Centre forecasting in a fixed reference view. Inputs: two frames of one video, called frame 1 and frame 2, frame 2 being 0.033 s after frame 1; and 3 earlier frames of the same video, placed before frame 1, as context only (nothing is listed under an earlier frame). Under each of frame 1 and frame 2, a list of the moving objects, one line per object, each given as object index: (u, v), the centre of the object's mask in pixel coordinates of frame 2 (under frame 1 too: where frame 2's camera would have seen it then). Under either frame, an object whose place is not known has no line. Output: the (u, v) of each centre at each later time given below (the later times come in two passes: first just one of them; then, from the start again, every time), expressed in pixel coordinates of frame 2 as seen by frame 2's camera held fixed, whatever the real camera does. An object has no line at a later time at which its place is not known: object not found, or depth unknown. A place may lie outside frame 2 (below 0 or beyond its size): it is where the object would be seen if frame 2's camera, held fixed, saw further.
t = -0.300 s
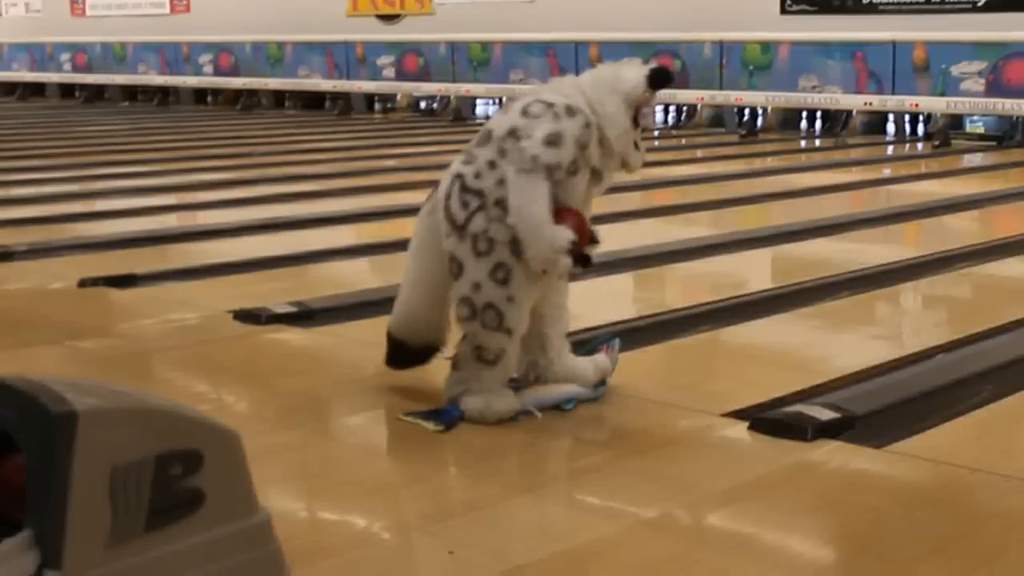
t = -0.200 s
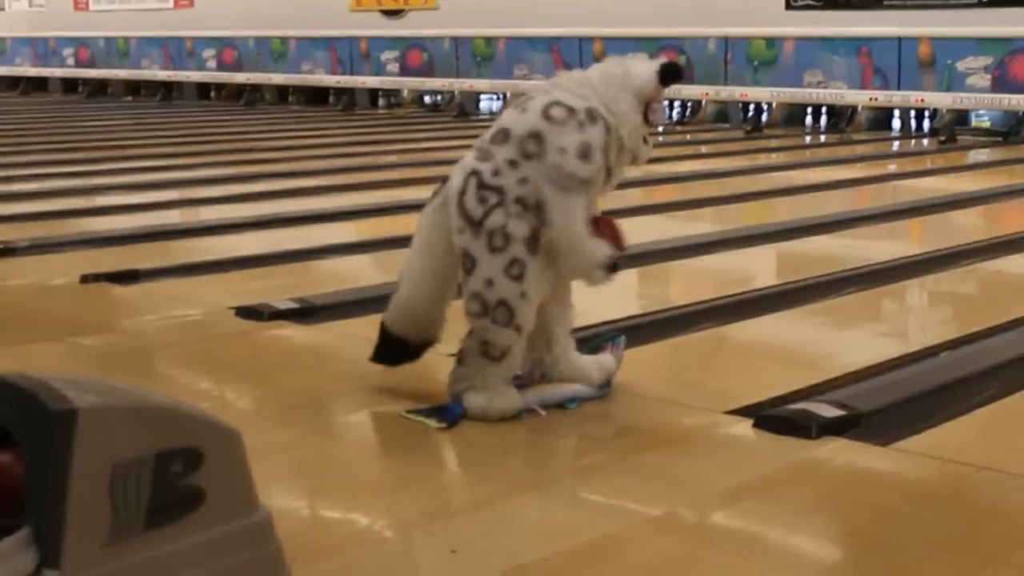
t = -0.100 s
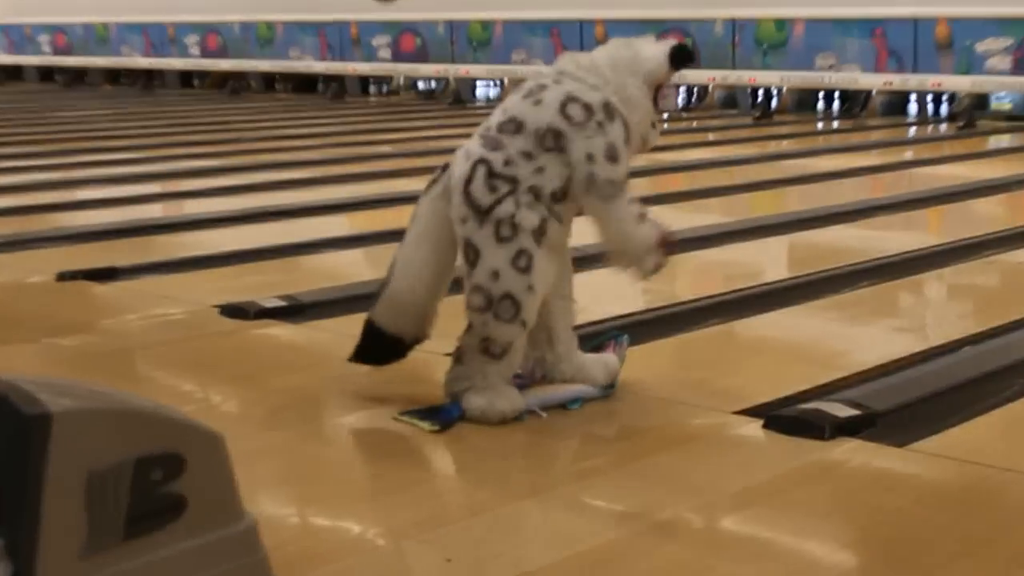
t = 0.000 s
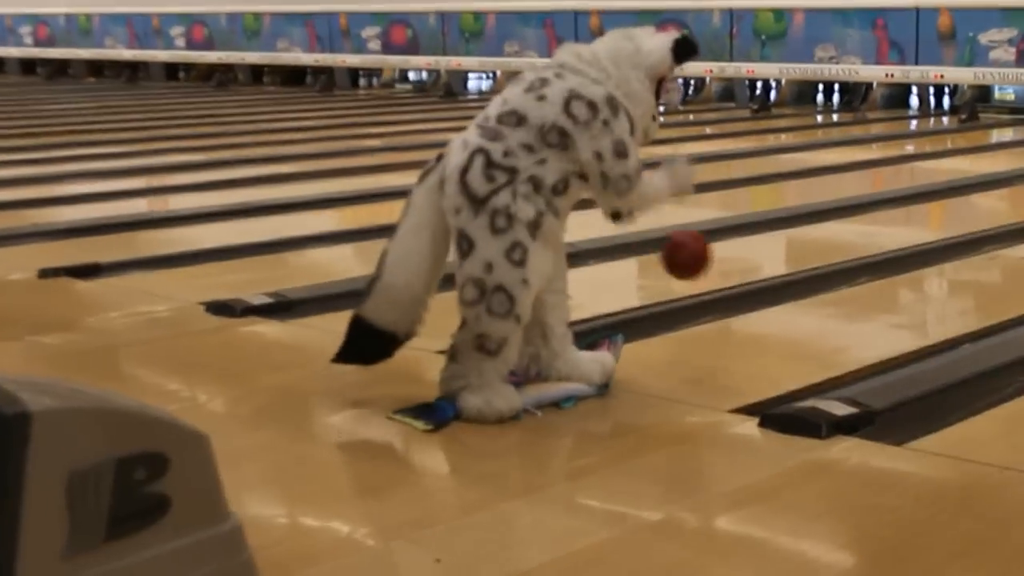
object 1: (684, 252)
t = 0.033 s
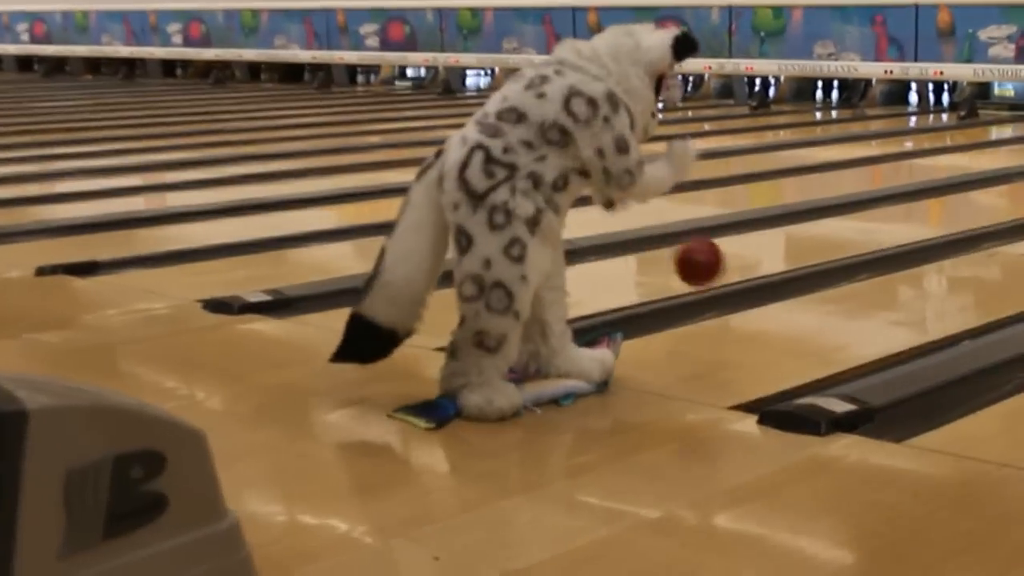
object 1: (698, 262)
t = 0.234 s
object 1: (775, 299)
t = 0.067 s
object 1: (712, 274)
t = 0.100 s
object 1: (725, 289)
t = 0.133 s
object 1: (738, 305)
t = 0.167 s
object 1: (750, 319)
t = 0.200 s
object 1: (763, 308)
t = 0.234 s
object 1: (775, 299)
